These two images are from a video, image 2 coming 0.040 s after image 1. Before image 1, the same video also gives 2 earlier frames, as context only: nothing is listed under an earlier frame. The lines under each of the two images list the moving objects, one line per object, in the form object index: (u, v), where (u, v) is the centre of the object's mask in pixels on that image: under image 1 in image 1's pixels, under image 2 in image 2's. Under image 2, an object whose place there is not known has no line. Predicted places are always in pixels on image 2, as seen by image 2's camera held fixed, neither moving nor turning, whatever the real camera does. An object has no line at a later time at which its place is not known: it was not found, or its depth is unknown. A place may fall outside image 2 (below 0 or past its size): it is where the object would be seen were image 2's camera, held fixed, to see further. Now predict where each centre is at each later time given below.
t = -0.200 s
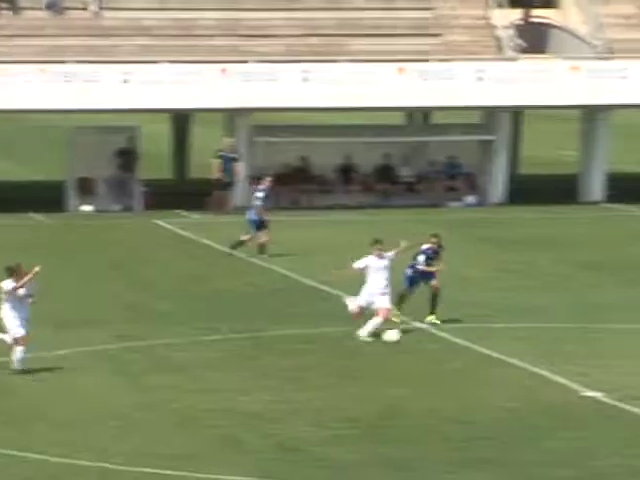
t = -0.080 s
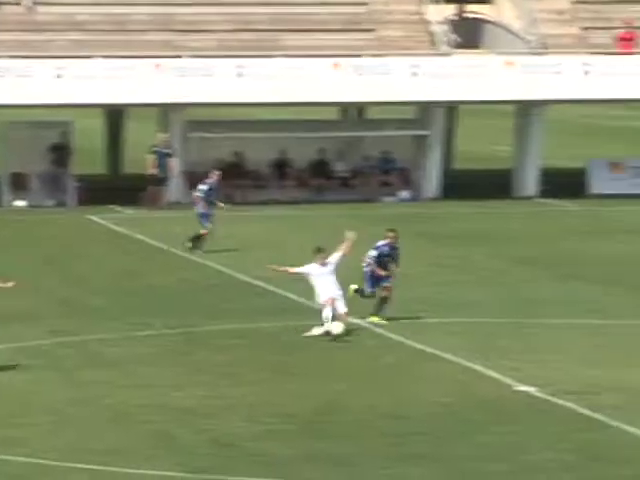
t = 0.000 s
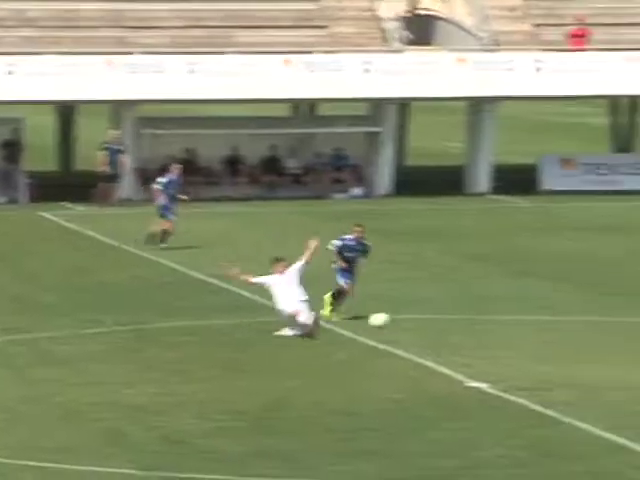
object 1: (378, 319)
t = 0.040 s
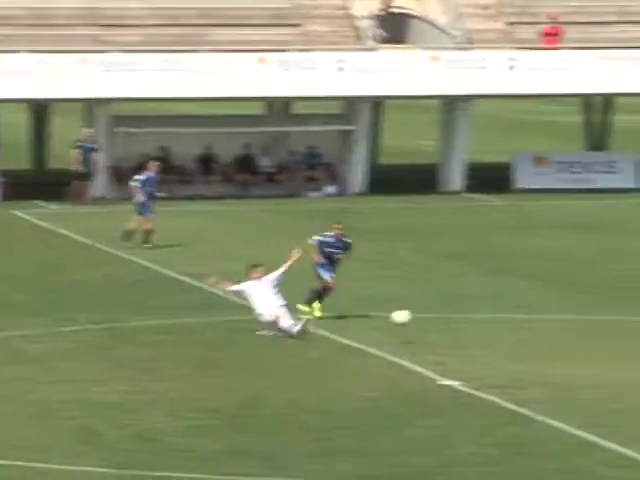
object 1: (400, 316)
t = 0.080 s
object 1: (449, 317)
